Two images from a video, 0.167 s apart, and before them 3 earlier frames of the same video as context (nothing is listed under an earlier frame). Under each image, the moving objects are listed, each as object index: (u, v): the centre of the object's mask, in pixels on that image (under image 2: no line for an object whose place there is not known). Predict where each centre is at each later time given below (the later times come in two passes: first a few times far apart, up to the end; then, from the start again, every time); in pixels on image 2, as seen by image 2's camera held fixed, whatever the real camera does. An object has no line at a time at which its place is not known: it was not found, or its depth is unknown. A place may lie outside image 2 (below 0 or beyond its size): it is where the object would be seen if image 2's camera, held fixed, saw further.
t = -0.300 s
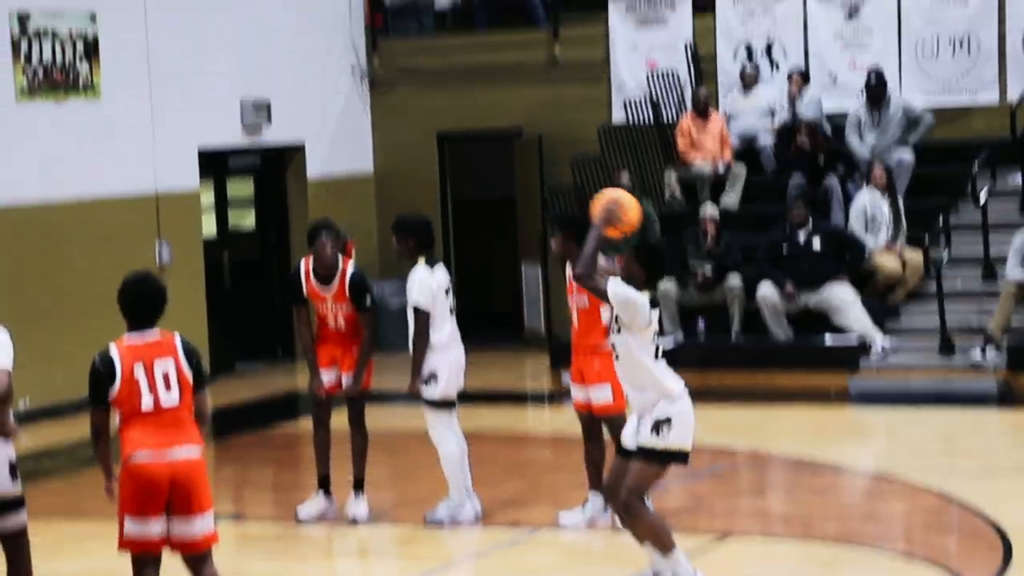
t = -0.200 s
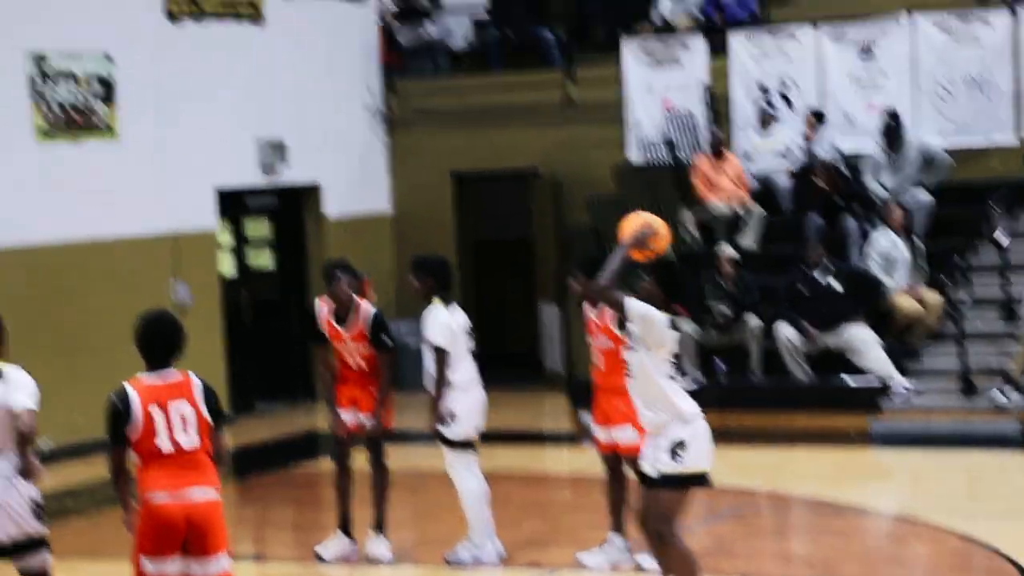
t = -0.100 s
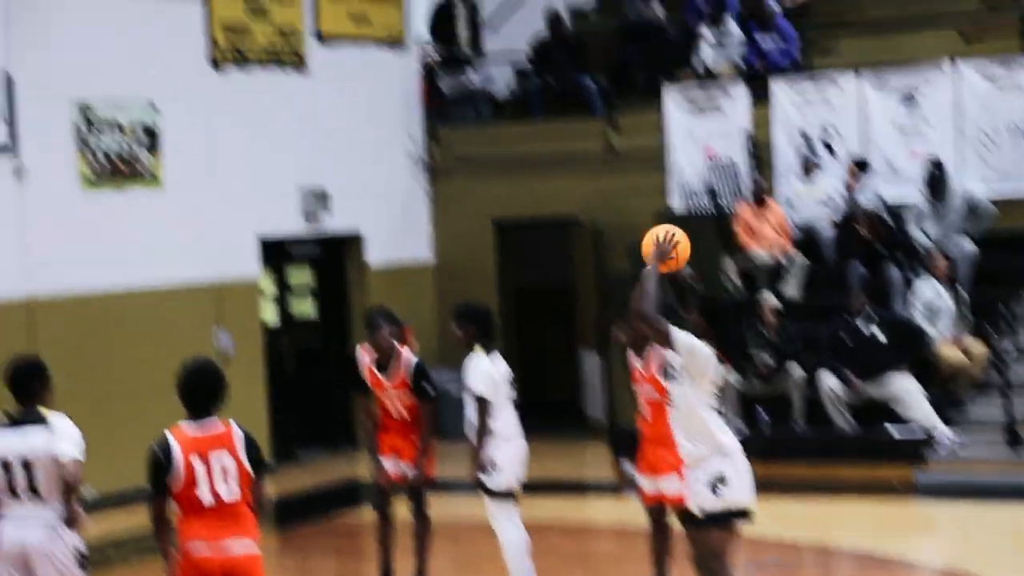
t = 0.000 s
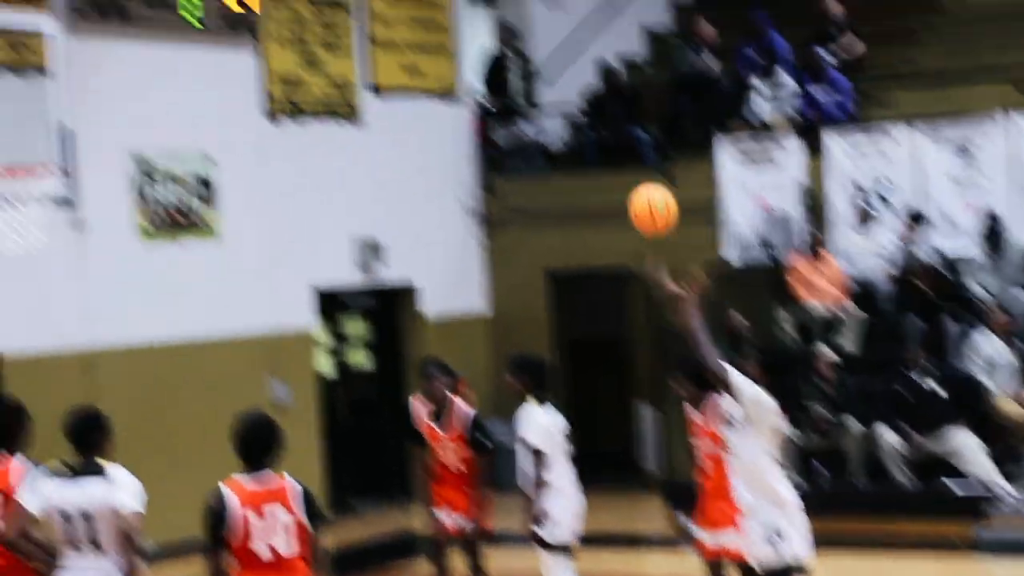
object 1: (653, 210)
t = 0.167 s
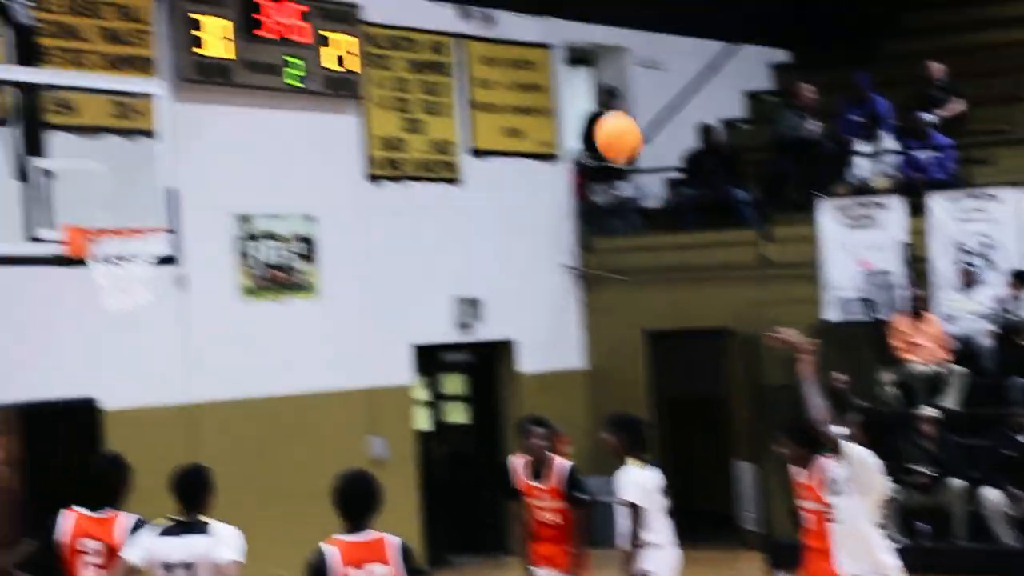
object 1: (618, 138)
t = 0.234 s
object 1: (567, 100)
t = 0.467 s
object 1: (405, 43)
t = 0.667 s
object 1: (280, 68)
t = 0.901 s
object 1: (146, 185)
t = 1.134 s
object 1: (97, 295)
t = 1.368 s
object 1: (107, 423)
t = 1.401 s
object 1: (110, 442)
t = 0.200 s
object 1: (594, 119)
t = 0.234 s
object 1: (567, 100)
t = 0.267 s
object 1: (543, 86)
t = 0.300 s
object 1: (520, 74)
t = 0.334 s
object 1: (496, 64)
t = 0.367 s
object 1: (473, 56)
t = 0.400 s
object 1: (450, 50)
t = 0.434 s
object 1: (428, 45)
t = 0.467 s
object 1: (405, 43)
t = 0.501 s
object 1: (383, 42)
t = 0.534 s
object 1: (363, 44)
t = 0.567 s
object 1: (342, 47)
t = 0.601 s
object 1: (320, 53)
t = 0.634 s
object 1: (301, 59)
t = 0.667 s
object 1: (280, 68)
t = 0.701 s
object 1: (260, 79)
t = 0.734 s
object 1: (241, 91)
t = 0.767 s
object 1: (222, 106)
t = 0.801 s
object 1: (203, 123)
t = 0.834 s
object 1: (185, 141)
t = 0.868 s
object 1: (165, 162)
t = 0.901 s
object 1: (146, 185)
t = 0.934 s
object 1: (129, 206)
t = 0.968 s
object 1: (111, 234)
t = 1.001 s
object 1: (96, 256)
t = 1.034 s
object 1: (92, 268)
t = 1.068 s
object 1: (94, 275)
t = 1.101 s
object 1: (95, 285)
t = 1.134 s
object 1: (97, 295)
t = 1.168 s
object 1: (99, 307)
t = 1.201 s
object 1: (100, 322)
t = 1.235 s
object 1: (101, 338)
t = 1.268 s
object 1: (103, 356)
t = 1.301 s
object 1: (104, 376)
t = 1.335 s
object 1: (105, 400)
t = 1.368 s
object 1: (107, 423)
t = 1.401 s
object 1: (110, 442)
